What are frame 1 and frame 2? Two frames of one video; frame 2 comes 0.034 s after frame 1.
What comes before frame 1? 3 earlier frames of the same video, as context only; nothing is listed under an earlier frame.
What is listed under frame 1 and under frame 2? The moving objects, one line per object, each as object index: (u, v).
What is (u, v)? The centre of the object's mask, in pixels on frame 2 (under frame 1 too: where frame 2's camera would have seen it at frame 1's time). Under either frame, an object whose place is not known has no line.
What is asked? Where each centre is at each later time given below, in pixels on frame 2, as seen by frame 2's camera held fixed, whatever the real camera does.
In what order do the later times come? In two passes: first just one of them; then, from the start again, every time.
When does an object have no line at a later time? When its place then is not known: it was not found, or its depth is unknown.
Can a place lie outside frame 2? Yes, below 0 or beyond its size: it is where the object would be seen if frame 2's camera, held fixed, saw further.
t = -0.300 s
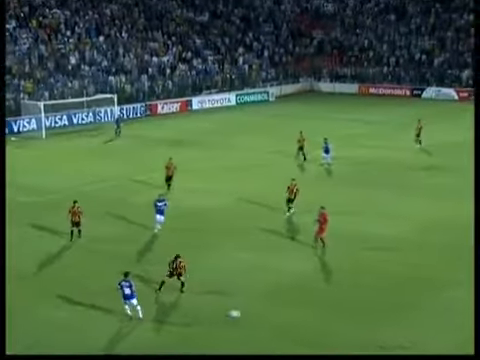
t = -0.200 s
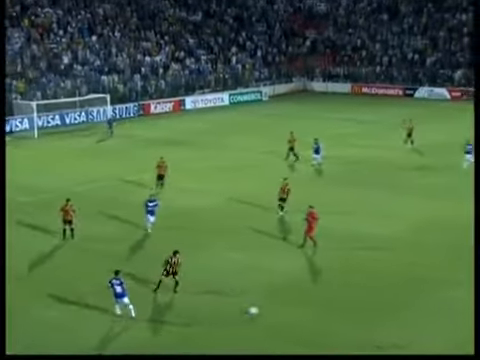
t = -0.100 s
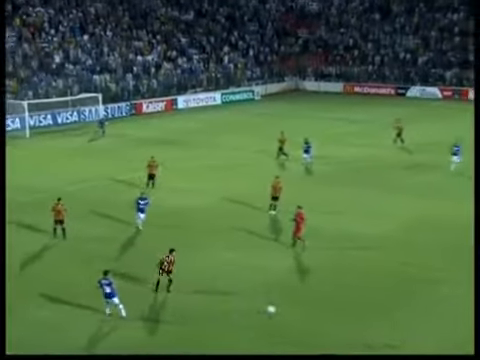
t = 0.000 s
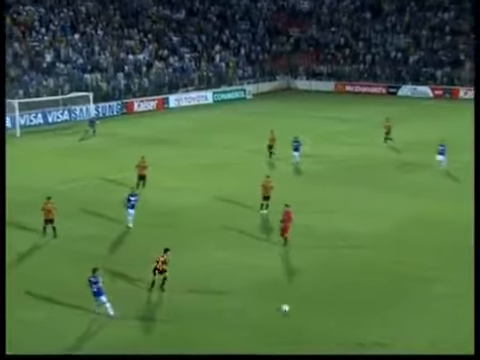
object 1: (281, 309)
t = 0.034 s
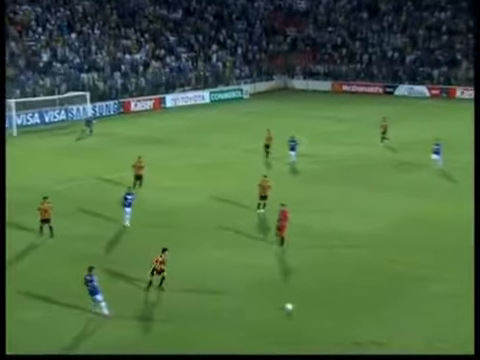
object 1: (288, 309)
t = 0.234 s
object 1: (331, 307)
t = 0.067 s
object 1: (295, 309)
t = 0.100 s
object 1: (302, 308)
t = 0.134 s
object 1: (310, 308)
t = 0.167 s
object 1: (317, 308)
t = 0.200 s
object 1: (323, 308)
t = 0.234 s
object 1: (331, 307)
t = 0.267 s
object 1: (337, 306)
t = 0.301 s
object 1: (343, 305)
